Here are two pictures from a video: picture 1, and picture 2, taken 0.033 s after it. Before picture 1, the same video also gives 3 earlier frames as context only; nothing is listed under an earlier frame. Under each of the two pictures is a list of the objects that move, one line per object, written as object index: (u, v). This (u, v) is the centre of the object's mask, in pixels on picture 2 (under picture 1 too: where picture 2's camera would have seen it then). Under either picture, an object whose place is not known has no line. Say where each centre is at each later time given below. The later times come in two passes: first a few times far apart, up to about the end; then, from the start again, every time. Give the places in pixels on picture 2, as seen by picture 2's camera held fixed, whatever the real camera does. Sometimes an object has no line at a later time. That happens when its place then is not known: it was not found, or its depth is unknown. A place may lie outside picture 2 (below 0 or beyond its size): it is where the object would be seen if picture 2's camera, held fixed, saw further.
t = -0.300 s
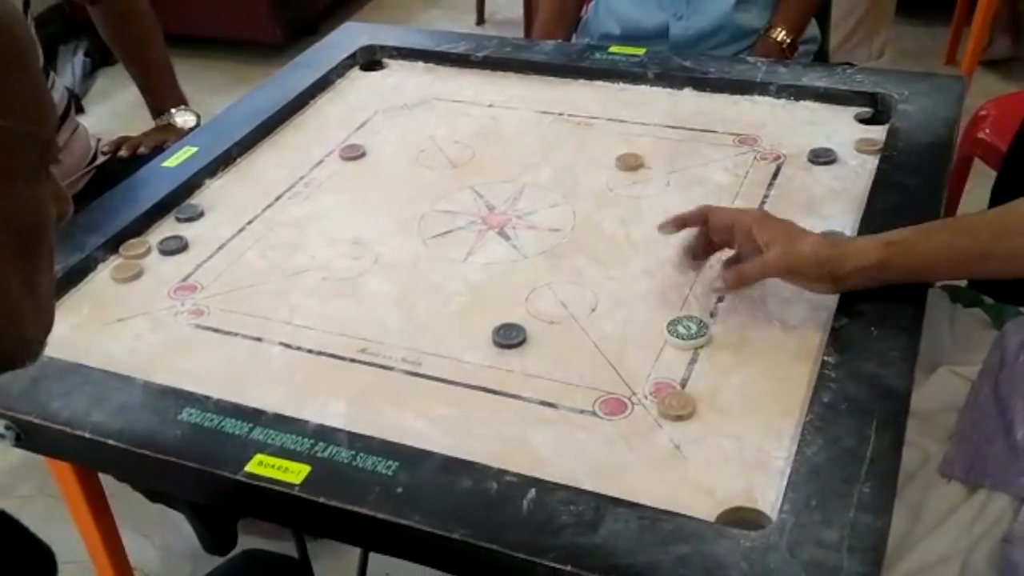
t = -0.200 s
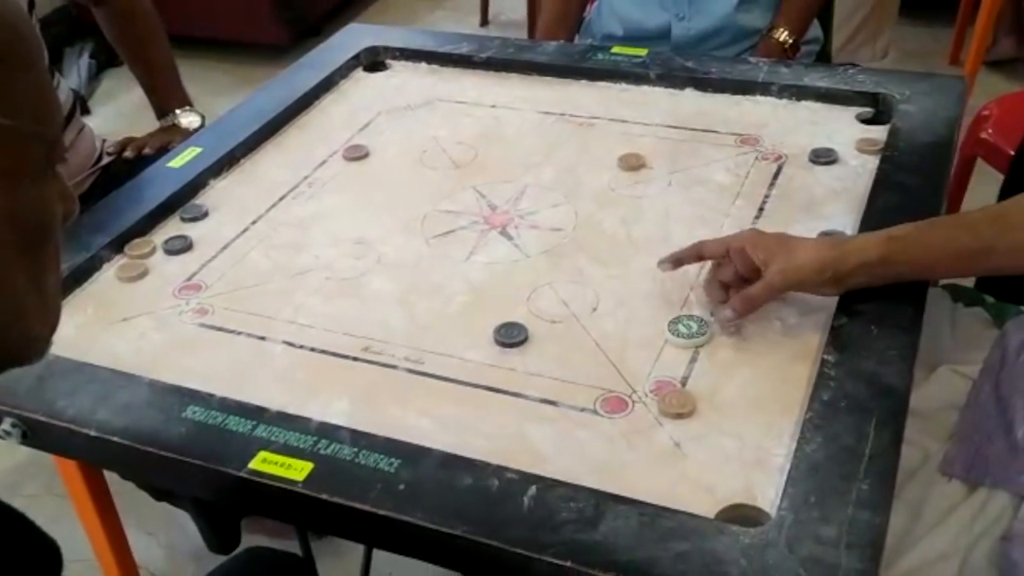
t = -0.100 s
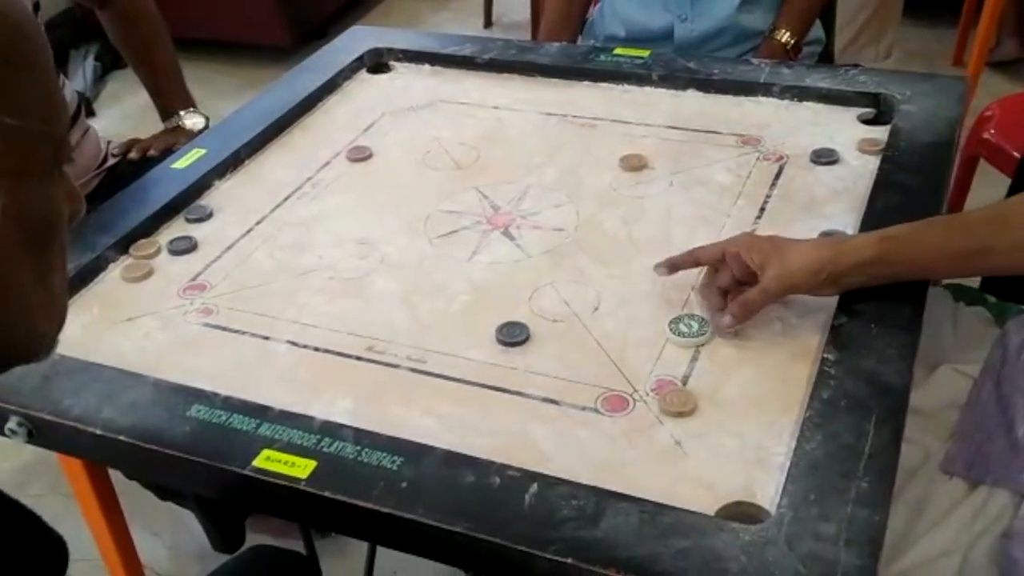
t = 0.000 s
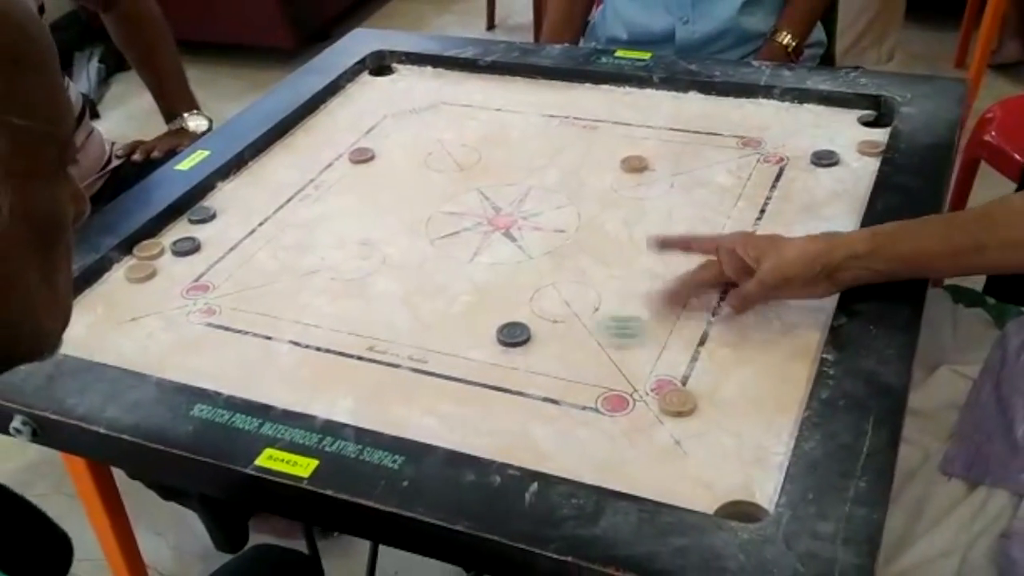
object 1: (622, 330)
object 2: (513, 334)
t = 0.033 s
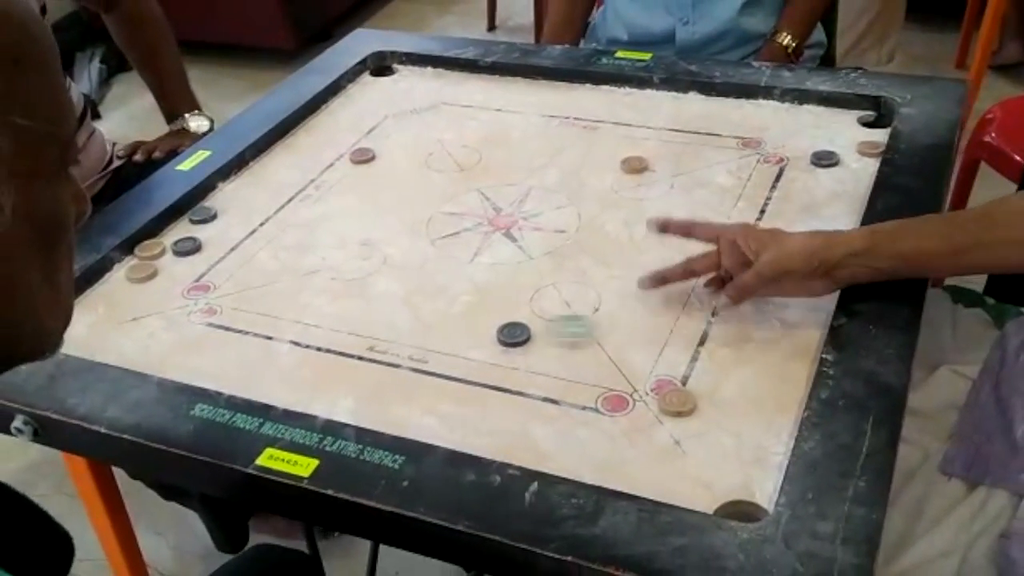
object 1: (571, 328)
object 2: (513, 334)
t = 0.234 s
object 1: (409, 306)
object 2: (154, 364)
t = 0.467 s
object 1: (271, 282)
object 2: (178, 287)
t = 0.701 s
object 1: (255, 246)
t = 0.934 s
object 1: (267, 218)
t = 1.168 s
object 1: (277, 200)
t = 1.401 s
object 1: (284, 189)
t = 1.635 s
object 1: (285, 188)
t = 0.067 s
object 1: (534, 325)
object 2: (469, 340)
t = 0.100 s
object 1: (506, 323)
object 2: (399, 349)
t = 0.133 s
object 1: (481, 319)
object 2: (336, 357)
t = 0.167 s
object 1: (456, 314)
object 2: (268, 365)
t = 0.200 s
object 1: (432, 310)
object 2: (203, 373)
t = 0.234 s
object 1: (409, 306)
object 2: (154, 364)
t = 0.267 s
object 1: (388, 303)
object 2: (132, 349)
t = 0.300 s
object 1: (366, 299)
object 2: (113, 329)
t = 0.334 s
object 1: (346, 295)
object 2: (96, 312)
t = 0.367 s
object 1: (325, 291)
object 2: (97, 299)
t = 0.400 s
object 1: (306, 288)
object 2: (124, 294)
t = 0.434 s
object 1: (288, 285)
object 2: (152, 289)
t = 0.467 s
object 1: (271, 282)
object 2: (178, 287)
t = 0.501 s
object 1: (254, 278)
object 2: (201, 284)
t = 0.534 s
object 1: (248, 273)
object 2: (195, 286)
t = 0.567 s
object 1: (249, 268)
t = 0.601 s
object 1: (251, 262)
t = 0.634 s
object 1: (252, 256)
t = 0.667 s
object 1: (254, 250)
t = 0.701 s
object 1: (255, 246)
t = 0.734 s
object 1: (257, 241)
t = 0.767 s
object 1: (258, 237)
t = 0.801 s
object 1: (260, 233)
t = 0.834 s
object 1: (262, 229)
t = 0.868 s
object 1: (264, 225)
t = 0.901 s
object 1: (265, 222)
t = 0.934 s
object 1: (267, 218)
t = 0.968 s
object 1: (268, 216)
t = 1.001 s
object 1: (270, 212)
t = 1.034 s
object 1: (272, 209)
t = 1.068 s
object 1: (273, 207)
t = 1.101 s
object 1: (274, 204)
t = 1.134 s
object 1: (276, 202)
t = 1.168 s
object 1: (277, 200)
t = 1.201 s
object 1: (279, 198)
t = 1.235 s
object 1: (280, 196)
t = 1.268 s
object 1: (281, 195)
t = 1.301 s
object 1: (282, 193)
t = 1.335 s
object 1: (282, 192)
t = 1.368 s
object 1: (283, 191)
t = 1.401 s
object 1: (284, 189)
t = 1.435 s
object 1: (285, 189)
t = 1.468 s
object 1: (285, 188)
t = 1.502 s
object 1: (285, 188)
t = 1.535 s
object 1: (286, 187)
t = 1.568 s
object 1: (286, 187)
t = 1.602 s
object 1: (286, 187)
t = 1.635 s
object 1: (285, 188)
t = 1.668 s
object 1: (285, 188)
